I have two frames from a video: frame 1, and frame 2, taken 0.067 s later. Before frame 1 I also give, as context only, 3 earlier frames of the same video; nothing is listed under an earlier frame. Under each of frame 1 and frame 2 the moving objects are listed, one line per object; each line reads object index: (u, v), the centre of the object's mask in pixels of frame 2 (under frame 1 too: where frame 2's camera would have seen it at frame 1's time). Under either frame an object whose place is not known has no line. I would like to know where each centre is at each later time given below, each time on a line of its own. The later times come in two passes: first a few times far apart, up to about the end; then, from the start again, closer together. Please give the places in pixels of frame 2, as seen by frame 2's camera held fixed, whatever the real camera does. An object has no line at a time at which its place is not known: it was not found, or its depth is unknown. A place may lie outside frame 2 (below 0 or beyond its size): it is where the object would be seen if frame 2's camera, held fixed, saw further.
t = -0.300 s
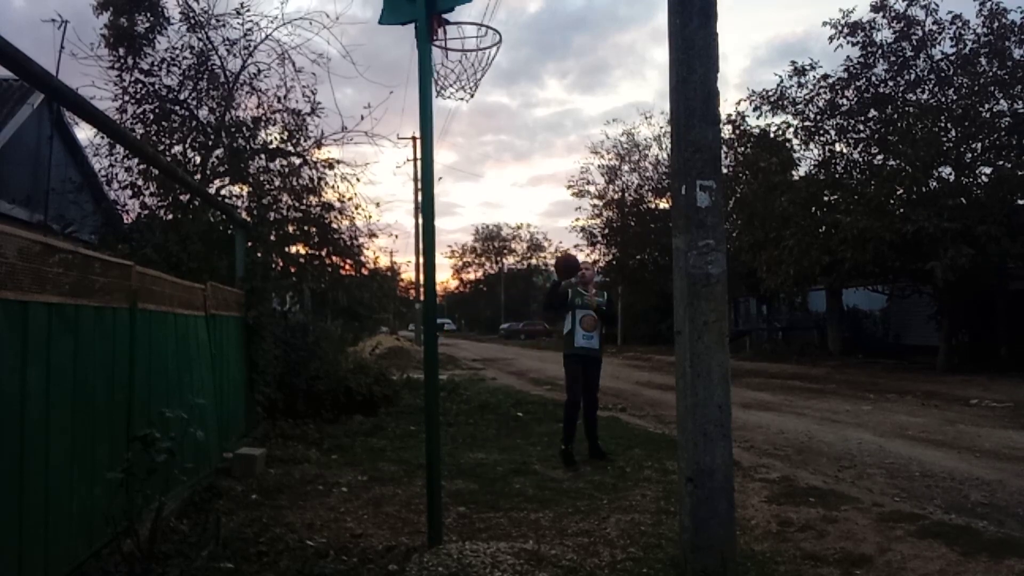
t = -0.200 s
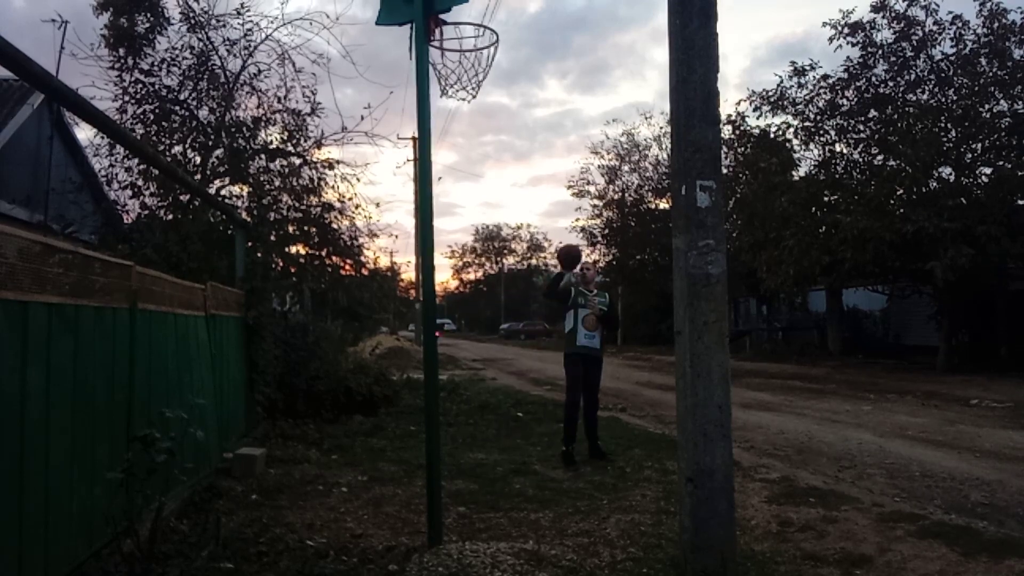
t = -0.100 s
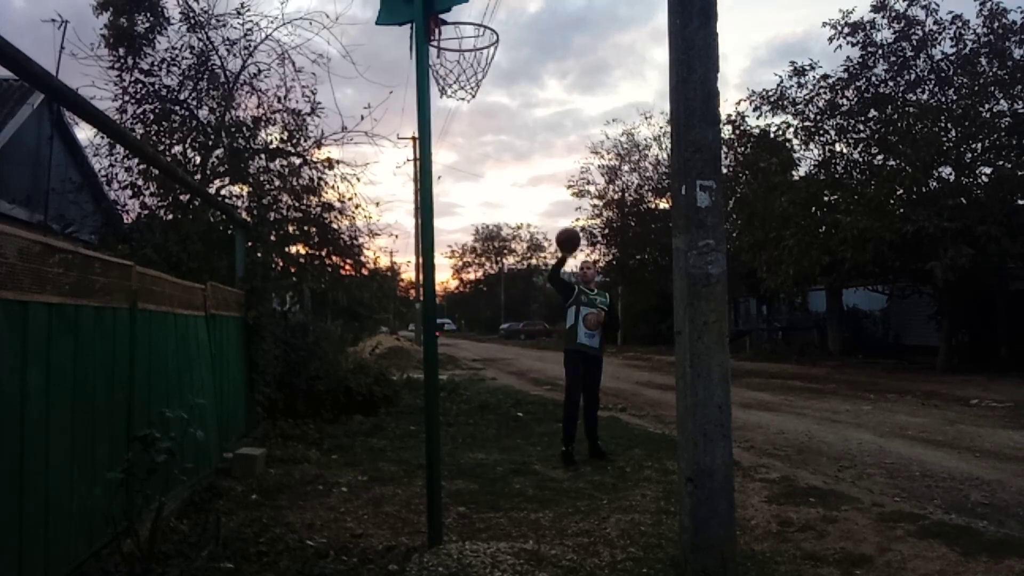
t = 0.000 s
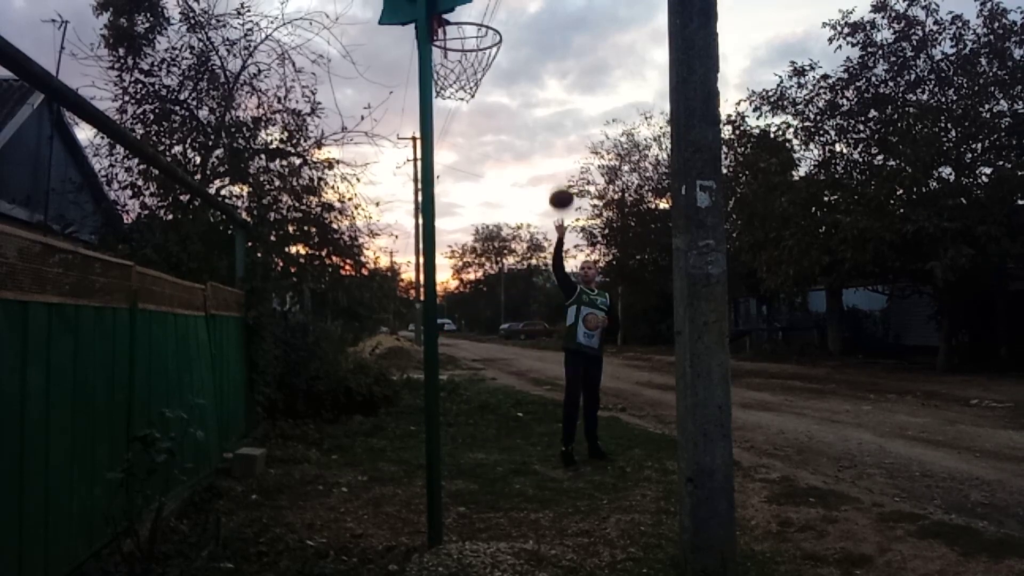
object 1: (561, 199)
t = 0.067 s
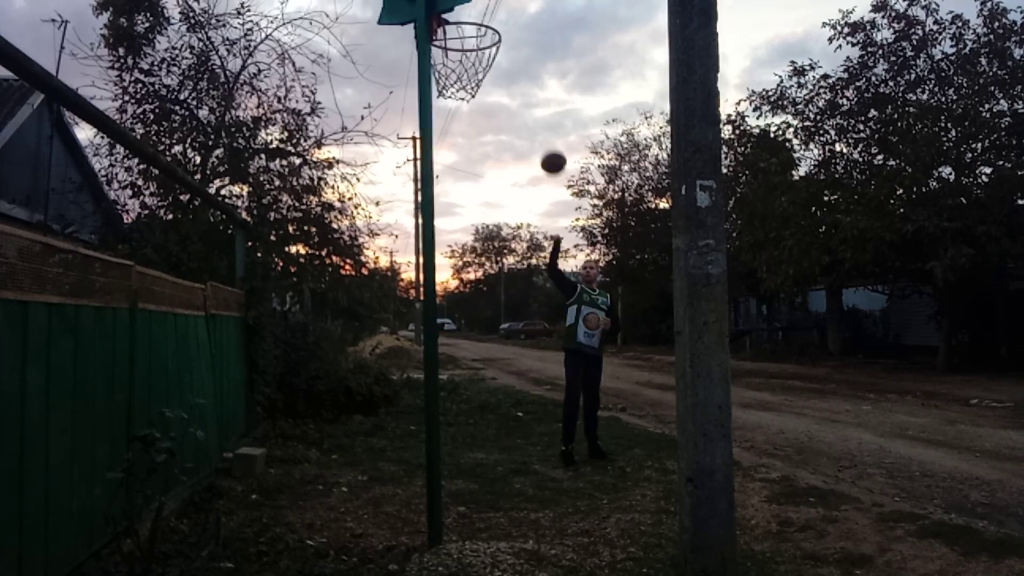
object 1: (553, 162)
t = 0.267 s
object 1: (527, 71)
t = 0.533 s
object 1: (485, 7)
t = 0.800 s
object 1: (473, 16)
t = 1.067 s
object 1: (511, 34)
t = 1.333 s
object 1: (538, 132)
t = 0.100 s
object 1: (549, 145)
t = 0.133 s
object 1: (545, 129)
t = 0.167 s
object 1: (541, 114)
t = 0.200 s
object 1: (536, 99)
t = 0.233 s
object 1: (532, 85)
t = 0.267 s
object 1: (527, 71)
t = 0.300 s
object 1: (522, 59)
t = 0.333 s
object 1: (518, 47)
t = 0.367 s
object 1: (514, 36)
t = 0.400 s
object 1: (508, 26)
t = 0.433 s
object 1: (502, 17)
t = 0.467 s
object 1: (496, 12)
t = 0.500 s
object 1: (490, 9)
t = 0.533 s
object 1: (485, 7)
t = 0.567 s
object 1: (479, 5)
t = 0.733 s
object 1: (456, 12)
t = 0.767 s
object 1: (465, 15)
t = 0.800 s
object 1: (473, 16)
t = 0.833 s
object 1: (483, 20)
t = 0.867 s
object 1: (488, 19)
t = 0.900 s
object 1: (492, 18)
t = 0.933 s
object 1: (496, 18)
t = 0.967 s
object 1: (500, 19)
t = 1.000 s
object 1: (503, 23)
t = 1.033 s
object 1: (507, 27)
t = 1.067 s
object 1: (511, 34)
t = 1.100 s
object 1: (515, 41)
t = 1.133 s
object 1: (518, 50)
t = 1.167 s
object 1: (521, 60)
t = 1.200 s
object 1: (525, 72)
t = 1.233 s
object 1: (528, 85)
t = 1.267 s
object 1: (531, 100)
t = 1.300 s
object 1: (535, 115)
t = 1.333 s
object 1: (538, 132)
